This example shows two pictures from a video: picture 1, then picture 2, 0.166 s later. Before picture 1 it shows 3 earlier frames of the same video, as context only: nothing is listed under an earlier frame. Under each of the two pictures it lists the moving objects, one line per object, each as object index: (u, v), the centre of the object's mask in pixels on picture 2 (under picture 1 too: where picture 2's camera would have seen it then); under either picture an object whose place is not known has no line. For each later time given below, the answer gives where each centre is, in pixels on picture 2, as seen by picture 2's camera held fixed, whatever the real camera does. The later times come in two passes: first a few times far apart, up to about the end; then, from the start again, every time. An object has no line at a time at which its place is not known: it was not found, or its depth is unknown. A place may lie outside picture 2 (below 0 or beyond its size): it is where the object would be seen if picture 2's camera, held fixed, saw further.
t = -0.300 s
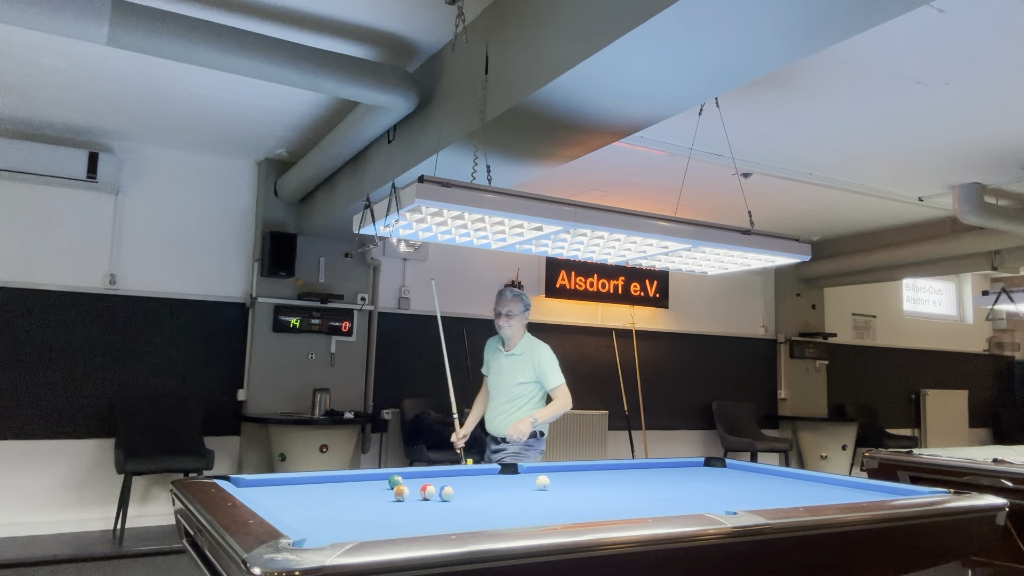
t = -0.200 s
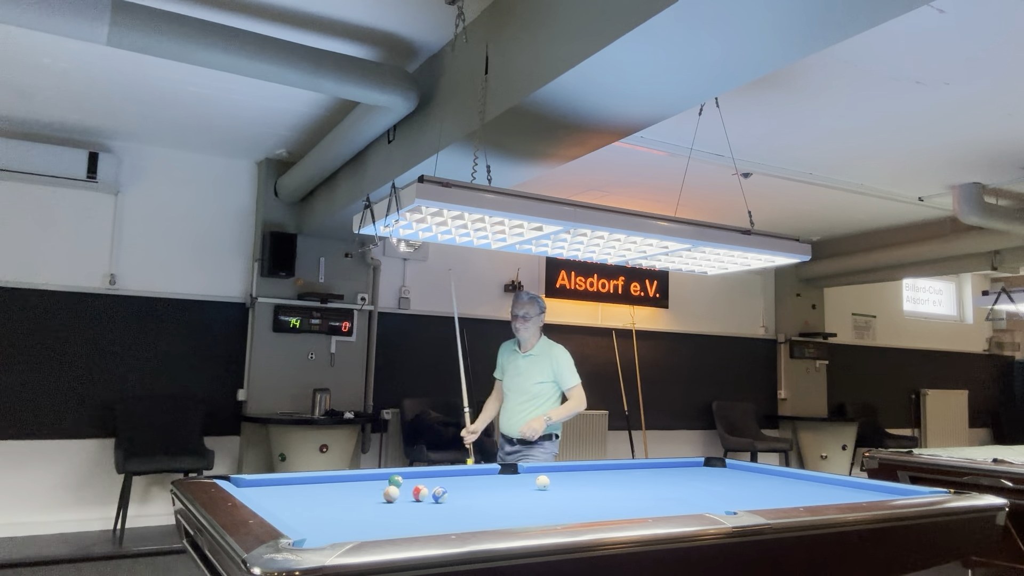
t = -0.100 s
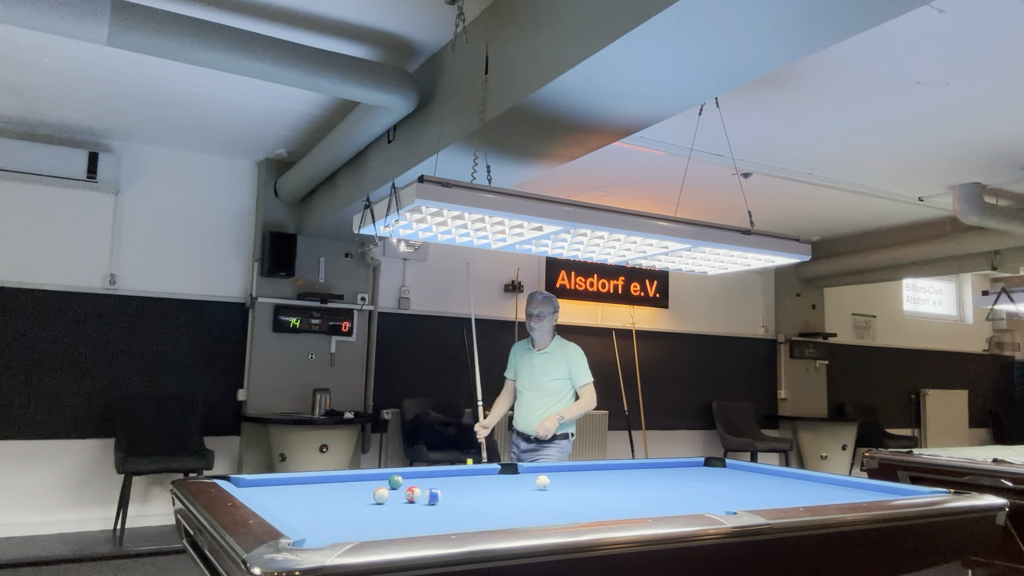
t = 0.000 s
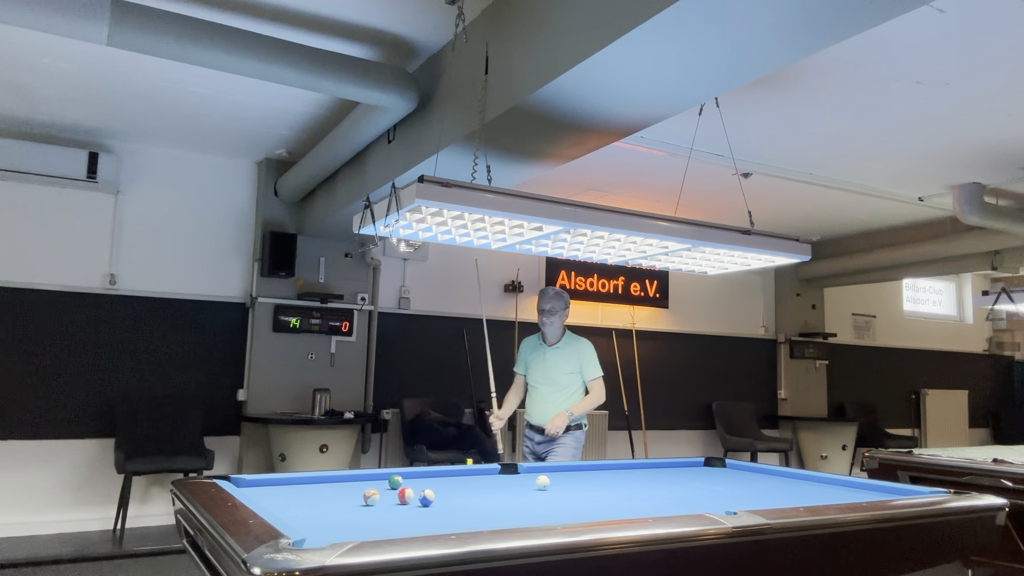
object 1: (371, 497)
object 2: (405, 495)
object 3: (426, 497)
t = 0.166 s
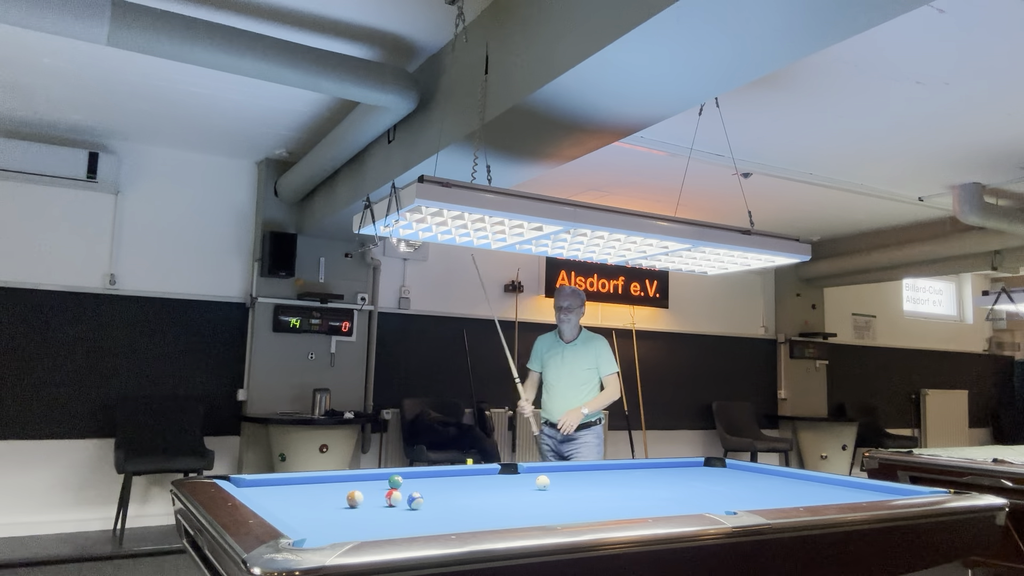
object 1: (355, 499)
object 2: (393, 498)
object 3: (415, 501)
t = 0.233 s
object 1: (348, 500)
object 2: (388, 499)
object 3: (410, 502)
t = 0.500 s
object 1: (320, 504)
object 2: (368, 502)
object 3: (392, 506)
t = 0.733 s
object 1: (296, 506)
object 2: (351, 505)
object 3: (375, 510)
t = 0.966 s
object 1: (275, 507)
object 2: (334, 508)
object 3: (359, 514)
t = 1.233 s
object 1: (292, 509)
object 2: (315, 511)
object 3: (340, 519)
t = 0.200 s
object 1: (351, 499)
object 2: (391, 498)
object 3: (413, 501)
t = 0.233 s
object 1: (348, 500)
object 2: (388, 499)
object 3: (410, 502)
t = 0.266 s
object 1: (344, 500)
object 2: (386, 499)
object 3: (408, 502)
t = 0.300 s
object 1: (341, 501)
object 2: (383, 499)
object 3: (406, 503)
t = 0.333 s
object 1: (337, 501)
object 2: (381, 500)
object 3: (403, 503)
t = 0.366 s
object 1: (334, 502)
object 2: (378, 500)
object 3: (401, 504)
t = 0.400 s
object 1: (330, 502)
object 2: (376, 501)
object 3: (399, 504)
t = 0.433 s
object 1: (327, 503)
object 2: (373, 501)
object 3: (397, 505)
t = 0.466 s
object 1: (324, 503)
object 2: (371, 501)
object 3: (394, 506)
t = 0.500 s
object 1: (320, 504)
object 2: (368, 502)
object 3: (392, 506)
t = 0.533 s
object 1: (317, 504)
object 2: (366, 503)
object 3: (389, 507)
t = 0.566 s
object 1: (314, 504)
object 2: (363, 503)
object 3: (387, 508)
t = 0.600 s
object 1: (310, 504)
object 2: (361, 503)
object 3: (385, 508)
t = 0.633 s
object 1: (307, 505)
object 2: (359, 504)
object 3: (382, 509)
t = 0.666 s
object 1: (303, 505)
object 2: (356, 504)
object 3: (380, 509)
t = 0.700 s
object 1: (300, 506)
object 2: (354, 505)
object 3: (378, 510)
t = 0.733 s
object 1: (296, 506)
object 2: (351, 505)
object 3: (375, 510)
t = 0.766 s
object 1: (293, 507)
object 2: (349, 506)
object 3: (373, 511)
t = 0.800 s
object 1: (290, 507)
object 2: (346, 506)
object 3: (371, 512)
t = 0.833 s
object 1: (286, 508)
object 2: (344, 506)
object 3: (368, 512)
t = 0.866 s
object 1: (283, 508)
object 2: (342, 507)
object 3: (366, 513)
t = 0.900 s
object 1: (280, 508)
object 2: (339, 507)
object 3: (364, 513)
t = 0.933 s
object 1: (277, 507)
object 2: (337, 508)
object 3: (361, 514)
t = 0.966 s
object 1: (275, 507)
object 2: (334, 508)
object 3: (359, 514)
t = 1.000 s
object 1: (277, 507)
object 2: (332, 508)
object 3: (357, 515)
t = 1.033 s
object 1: (279, 508)
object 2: (330, 509)
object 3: (354, 516)
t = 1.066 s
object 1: (281, 508)
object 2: (327, 509)
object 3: (352, 516)
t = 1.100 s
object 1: (283, 509)
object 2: (325, 510)
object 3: (349, 517)
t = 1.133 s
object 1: (285, 509)
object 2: (322, 510)
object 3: (347, 518)
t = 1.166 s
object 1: (287, 509)
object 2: (320, 511)
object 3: (344, 518)
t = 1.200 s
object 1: (290, 509)
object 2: (318, 511)
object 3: (342, 519)
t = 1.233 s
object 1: (292, 509)
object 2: (315, 511)
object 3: (340, 519)
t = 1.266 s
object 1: (294, 509)
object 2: (313, 512)
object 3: (337, 520)
